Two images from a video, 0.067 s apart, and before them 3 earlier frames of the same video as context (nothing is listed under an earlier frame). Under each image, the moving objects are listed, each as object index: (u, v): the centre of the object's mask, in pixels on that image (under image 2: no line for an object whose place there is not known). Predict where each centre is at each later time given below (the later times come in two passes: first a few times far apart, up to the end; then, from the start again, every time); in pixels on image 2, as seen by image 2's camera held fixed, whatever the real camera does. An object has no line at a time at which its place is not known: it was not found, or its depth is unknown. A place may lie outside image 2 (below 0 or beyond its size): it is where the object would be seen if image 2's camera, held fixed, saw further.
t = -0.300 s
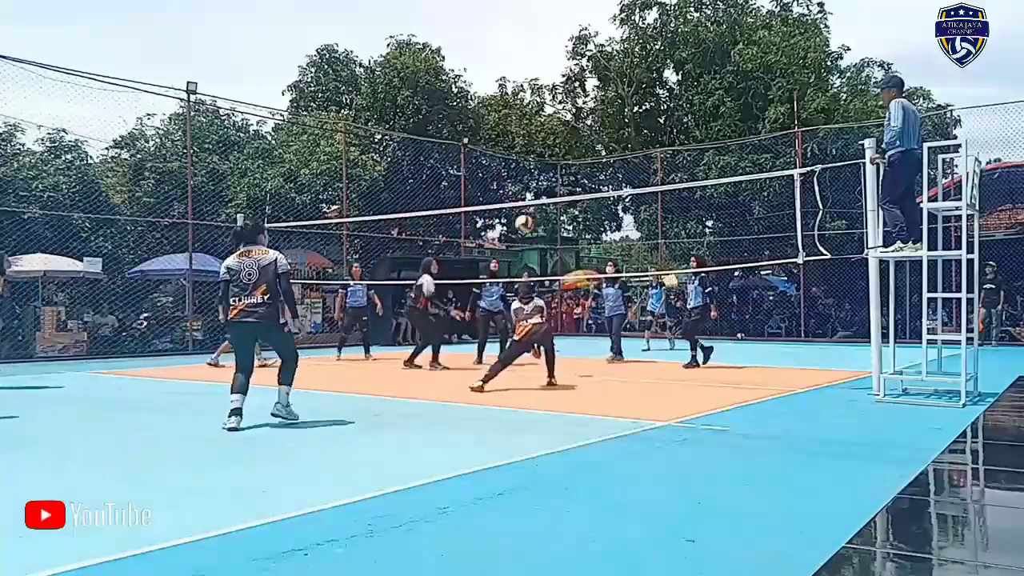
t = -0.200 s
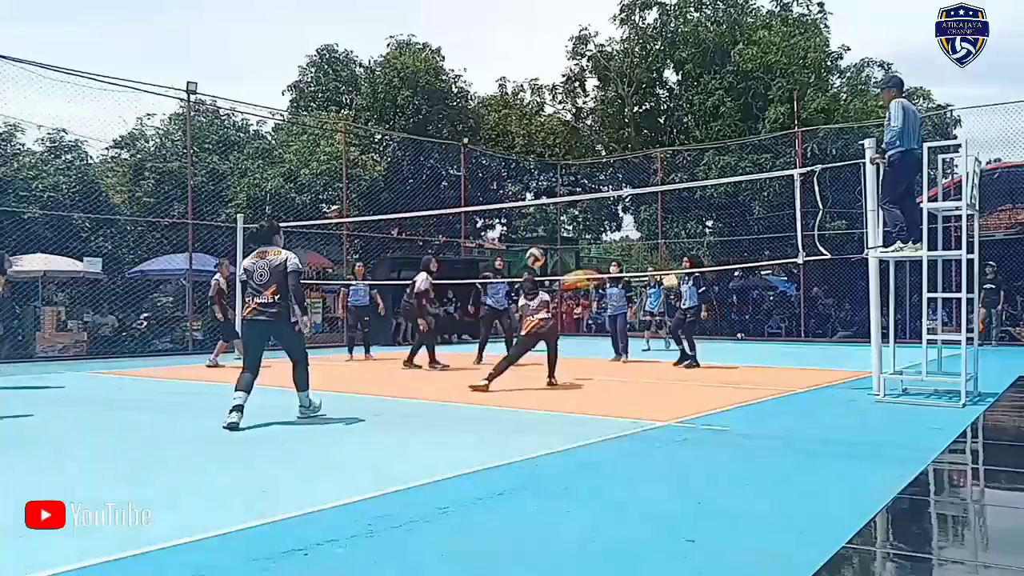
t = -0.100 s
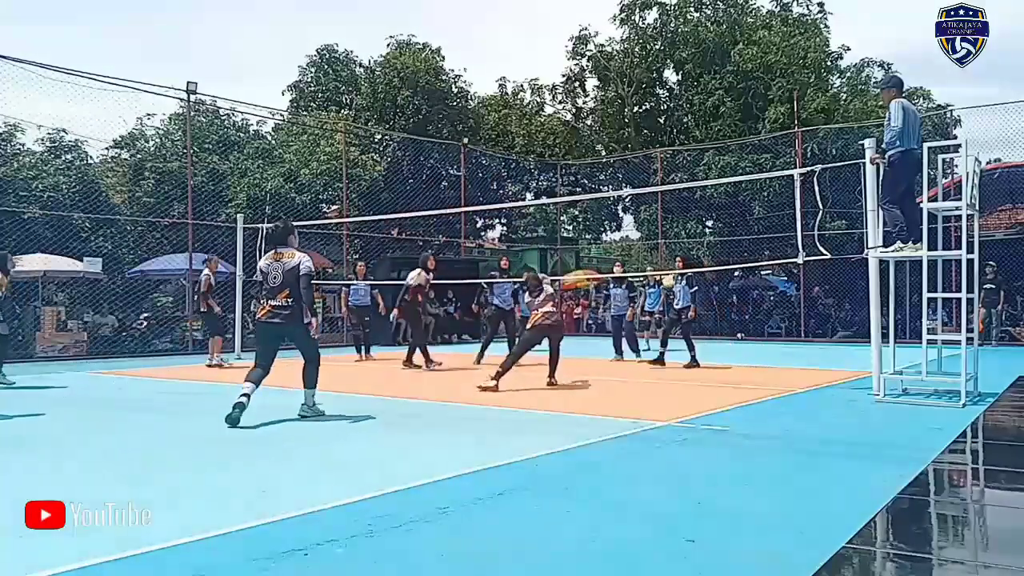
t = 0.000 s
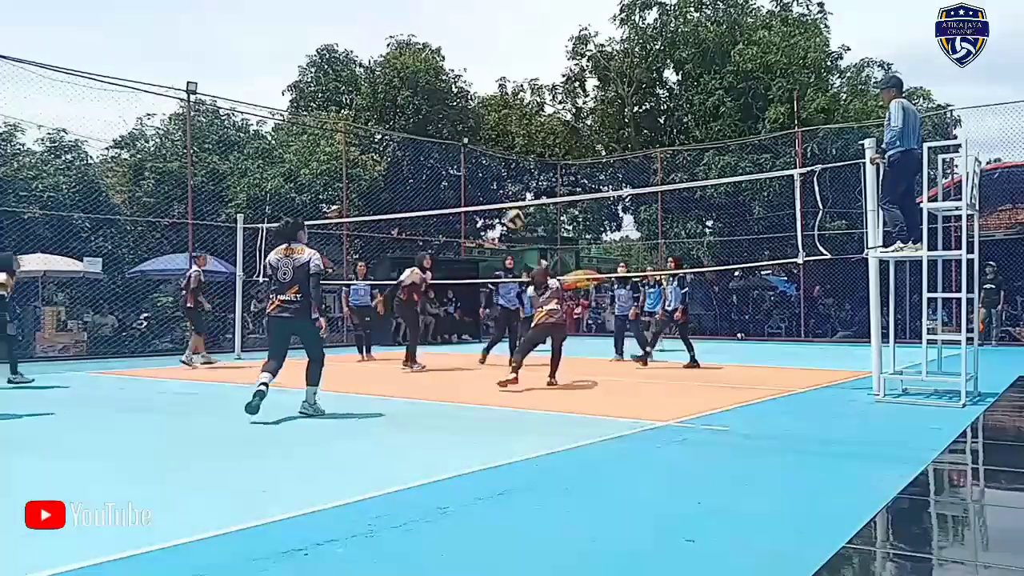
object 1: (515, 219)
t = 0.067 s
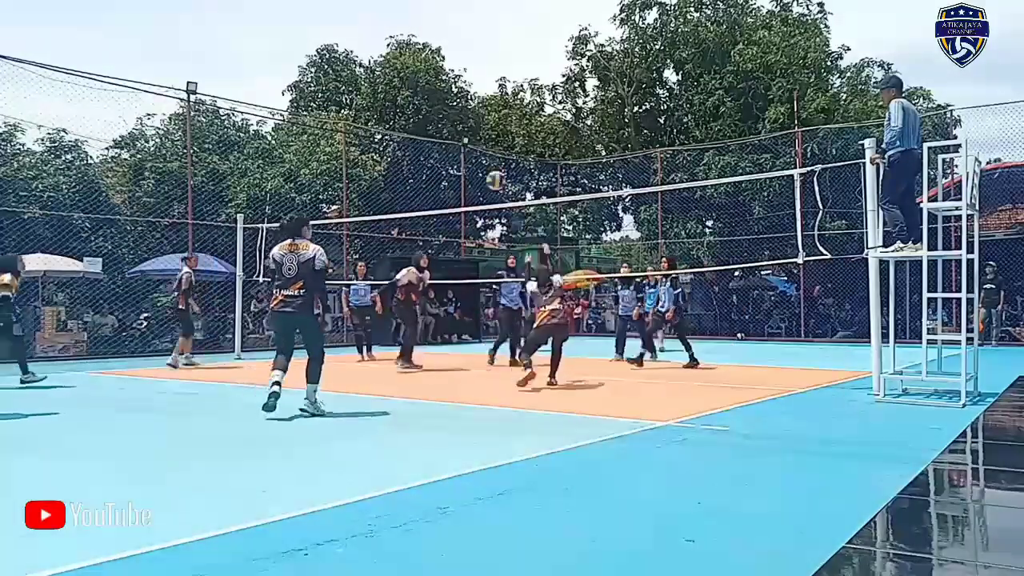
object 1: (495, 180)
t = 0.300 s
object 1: (434, 78)
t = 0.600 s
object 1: (353, 14)
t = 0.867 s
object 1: (283, 22)
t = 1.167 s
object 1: (207, 106)
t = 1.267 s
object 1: (182, 148)
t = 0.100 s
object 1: (486, 163)
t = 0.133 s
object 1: (477, 146)
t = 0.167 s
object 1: (469, 131)
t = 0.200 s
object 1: (460, 117)
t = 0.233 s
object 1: (450, 103)
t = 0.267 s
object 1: (442, 90)
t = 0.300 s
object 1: (434, 78)
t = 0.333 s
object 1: (424, 67)
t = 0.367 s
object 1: (415, 56)
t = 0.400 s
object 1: (406, 47)
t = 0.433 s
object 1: (397, 40)
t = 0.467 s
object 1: (388, 33)
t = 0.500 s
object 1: (380, 27)
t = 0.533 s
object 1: (371, 22)
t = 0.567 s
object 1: (362, 18)
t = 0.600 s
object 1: (353, 14)
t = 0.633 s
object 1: (344, 11)
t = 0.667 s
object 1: (336, 10)
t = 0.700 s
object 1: (327, 9)
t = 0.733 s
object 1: (318, 10)
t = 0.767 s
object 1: (310, 11)
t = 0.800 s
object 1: (301, 14)
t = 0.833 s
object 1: (292, 17)
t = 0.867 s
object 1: (283, 22)
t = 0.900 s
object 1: (274, 28)
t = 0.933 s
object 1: (266, 34)
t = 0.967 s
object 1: (258, 42)
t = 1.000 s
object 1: (249, 49)
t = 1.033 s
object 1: (240, 58)
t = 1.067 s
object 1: (232, 69)
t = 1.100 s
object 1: (224, 80)
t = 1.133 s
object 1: (215, 92)
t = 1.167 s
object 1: (207, 106)
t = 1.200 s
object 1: (198, 118)
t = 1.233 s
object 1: (192, 134)
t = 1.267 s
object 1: (182, 148)
